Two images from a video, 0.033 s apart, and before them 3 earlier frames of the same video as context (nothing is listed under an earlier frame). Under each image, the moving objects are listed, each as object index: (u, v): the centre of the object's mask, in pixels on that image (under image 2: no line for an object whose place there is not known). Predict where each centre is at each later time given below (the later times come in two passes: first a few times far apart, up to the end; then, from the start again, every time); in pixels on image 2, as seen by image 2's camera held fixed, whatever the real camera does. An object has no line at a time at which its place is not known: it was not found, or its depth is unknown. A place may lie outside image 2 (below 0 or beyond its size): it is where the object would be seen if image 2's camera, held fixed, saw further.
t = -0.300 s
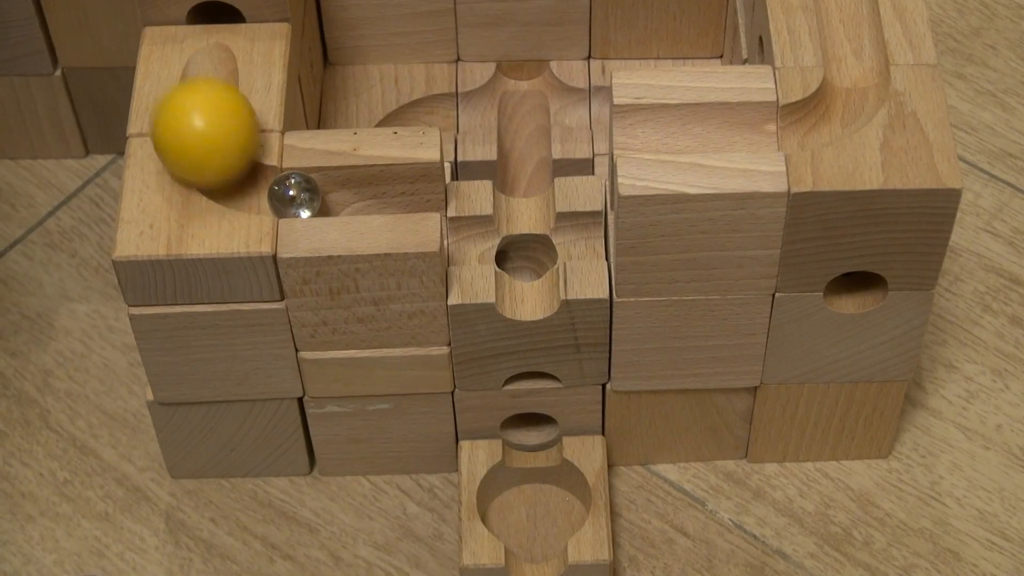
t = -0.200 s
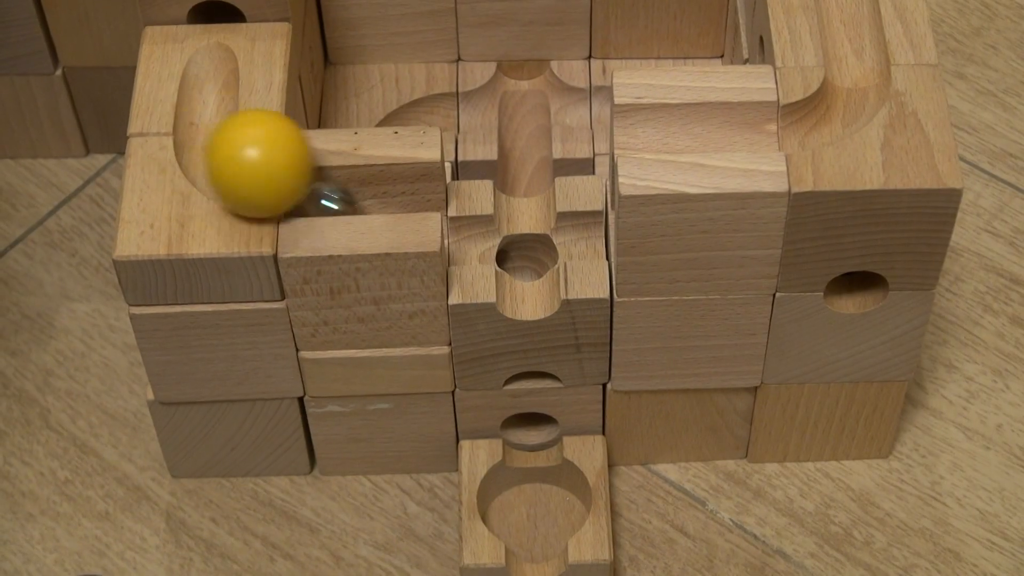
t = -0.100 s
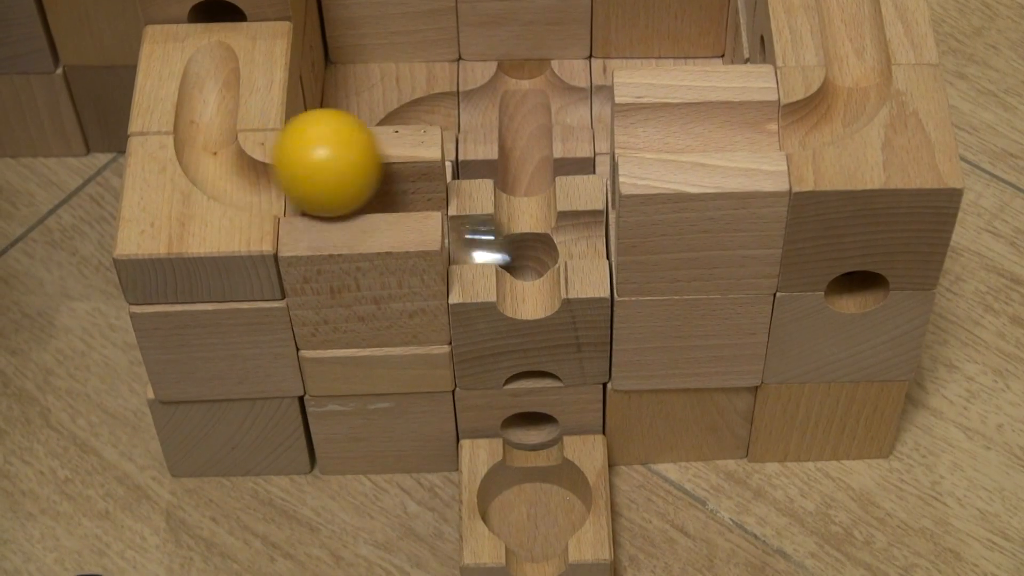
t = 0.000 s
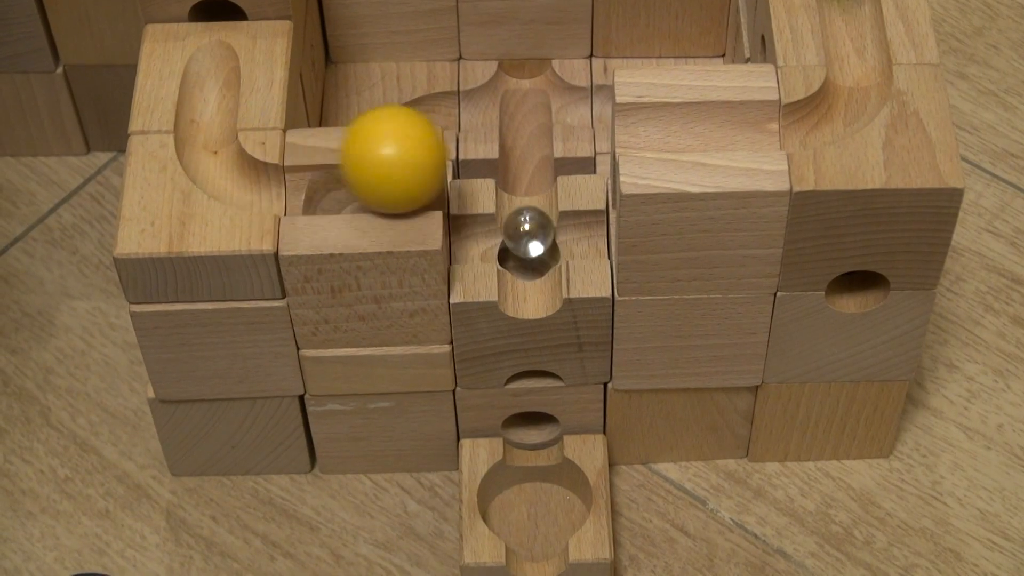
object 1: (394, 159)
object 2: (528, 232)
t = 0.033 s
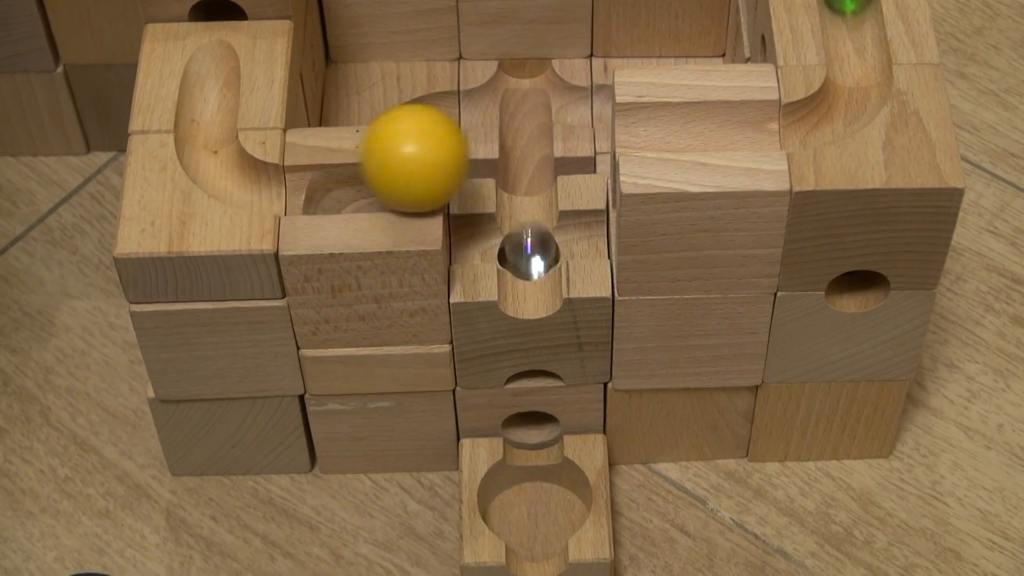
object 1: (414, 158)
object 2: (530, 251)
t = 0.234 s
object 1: (544, 200)
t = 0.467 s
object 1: (528, 216)
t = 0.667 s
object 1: (527, 218)
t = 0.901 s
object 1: (527, 219)
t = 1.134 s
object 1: (527, 219)
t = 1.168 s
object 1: (527, 219)
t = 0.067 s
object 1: (434, 156)
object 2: (526, 263)
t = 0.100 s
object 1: (457, 158)
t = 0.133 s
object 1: (481, 172)
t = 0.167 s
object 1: (507, 206)
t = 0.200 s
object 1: (534, 202)
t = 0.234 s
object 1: (544, 200)
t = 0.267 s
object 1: (548, 201)
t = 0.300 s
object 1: (549, 200)
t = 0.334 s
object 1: (547, 201)
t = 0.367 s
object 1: (540, 202)
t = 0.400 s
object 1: (529, 206)
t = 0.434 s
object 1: (528, 206)
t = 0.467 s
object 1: (528, 216)
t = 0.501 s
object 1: (528, 215)
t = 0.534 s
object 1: (528, 213)
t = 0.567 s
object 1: (528, 216)
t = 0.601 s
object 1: (528, 218)
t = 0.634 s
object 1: (528, 219)
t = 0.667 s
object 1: (527, 218)
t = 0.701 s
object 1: (527, 220)
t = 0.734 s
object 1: (524, 219)
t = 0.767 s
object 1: (526, 219)
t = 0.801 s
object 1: (527, 218)
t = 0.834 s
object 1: (527, 218)
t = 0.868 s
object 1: (527, 219)
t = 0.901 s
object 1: (527, 219)
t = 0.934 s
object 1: (527, 219)
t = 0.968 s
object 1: (527, 219)
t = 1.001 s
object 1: (527, 219)
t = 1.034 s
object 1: (527, 219)
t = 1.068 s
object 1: (527, 219)
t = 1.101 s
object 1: (527, 219)
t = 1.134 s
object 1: (527, 219)
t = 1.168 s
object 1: (527, 219)
